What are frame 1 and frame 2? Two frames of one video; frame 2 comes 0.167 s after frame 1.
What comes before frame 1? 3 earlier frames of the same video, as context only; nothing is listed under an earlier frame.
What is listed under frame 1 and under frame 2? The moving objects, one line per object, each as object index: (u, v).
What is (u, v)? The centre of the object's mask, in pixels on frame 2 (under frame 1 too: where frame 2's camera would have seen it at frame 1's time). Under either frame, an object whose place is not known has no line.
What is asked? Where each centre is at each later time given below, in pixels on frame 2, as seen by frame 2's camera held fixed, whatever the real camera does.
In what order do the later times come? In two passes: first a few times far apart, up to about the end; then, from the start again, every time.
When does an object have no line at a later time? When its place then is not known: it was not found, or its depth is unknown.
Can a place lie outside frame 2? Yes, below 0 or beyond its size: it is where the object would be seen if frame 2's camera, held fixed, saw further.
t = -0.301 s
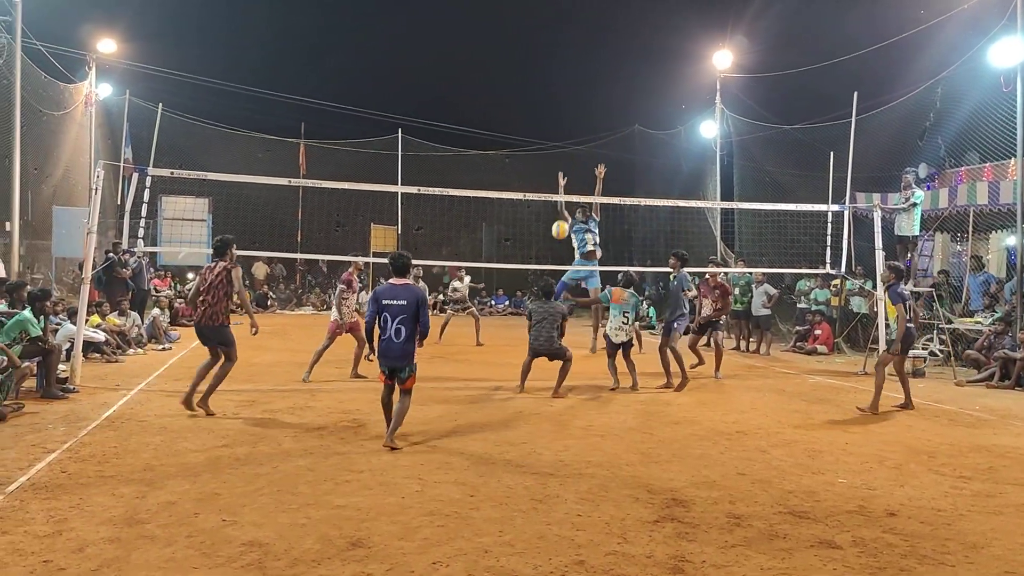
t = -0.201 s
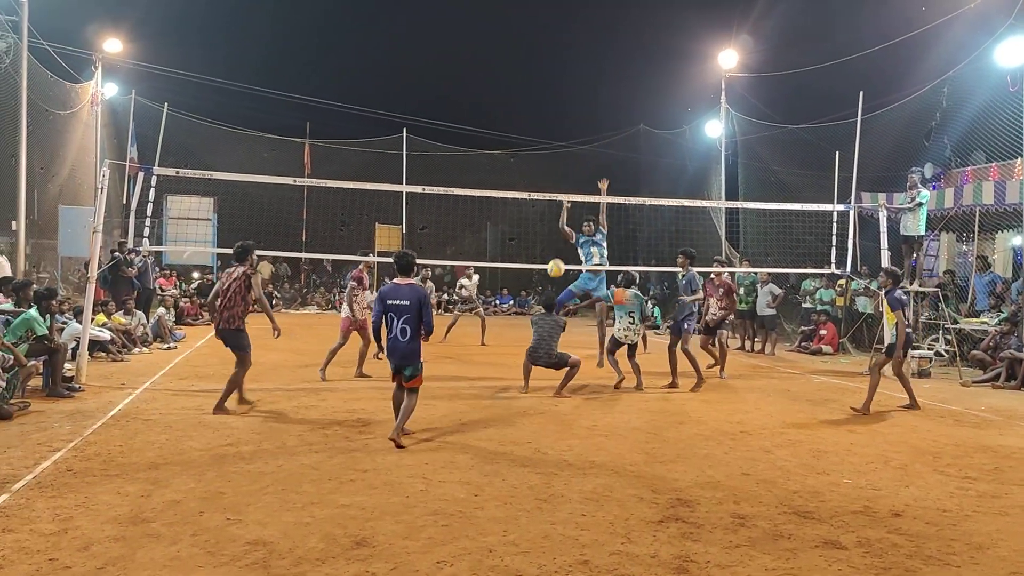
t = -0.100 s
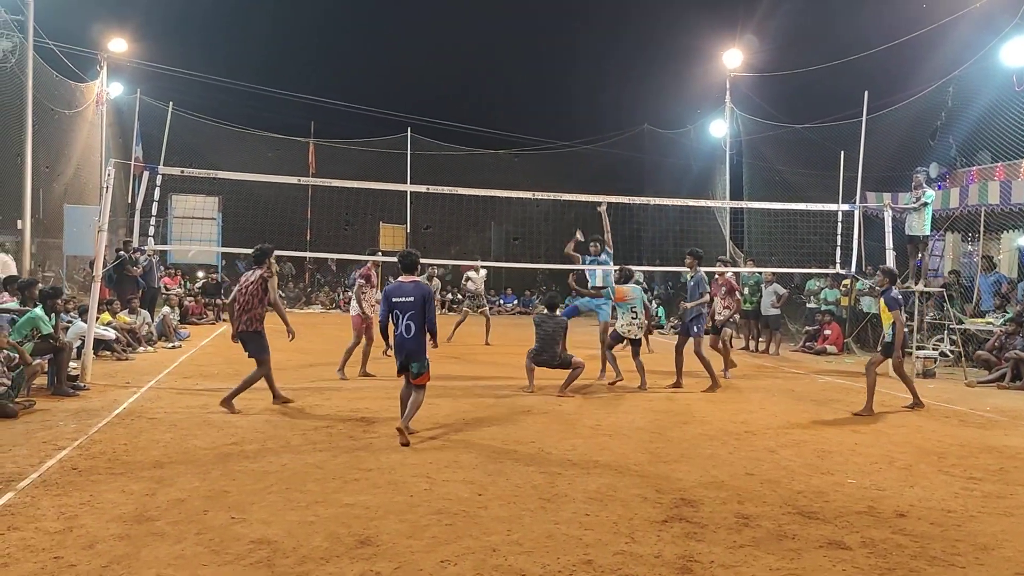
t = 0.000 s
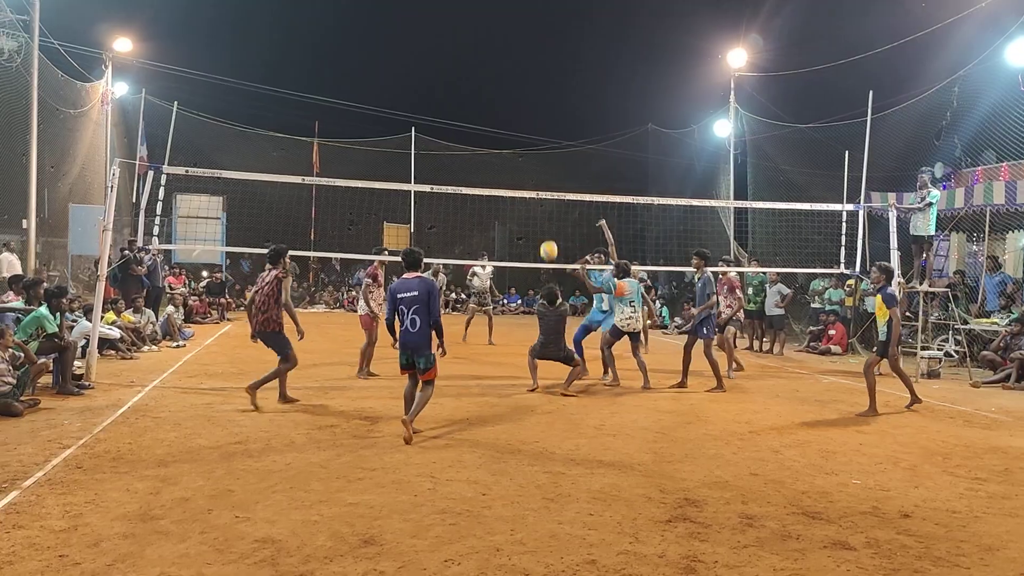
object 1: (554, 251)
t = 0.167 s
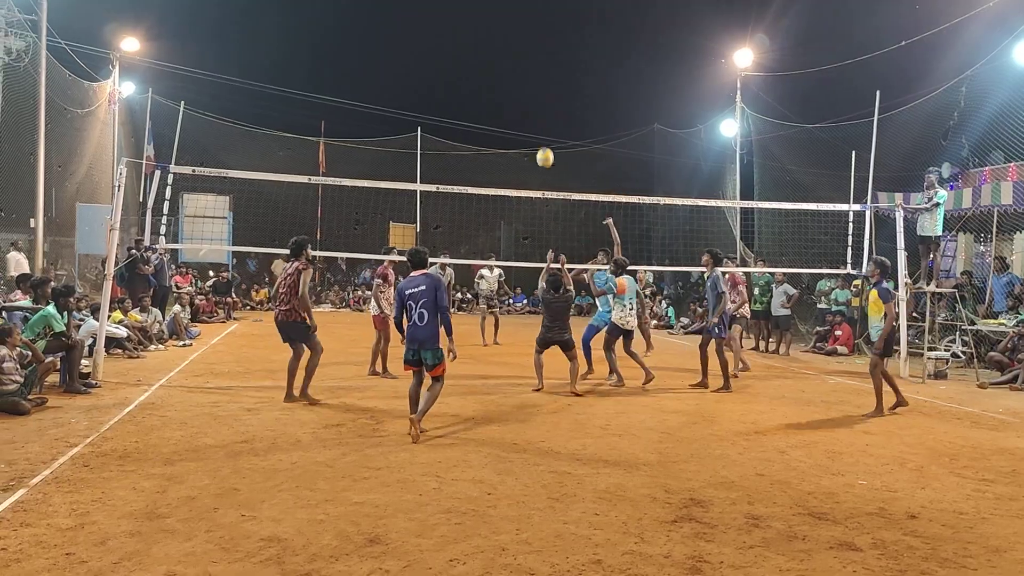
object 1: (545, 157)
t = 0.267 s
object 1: (541, 116)
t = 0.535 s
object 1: (530, 45)
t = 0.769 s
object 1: (522, 29)
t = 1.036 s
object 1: (510, 60)
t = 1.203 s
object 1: (502, 103)
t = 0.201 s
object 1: (543, 142)
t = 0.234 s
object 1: (542, 128)
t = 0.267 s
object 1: (541, 116)
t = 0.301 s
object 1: (540, 104)
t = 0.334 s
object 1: (538, 93)
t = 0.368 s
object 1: (537, 83)
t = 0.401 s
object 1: (536, 73)
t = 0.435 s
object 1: (534, 65)
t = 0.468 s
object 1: (533, 58)
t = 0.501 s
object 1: (532, 51)
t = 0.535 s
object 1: (530, 45)
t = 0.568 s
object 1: (529, 40)
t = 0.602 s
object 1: (528, 36)
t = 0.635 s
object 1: (526, 33)
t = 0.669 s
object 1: (525, 31)
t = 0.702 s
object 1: (524, 30)
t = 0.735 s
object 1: (523, 29)
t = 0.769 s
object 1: (522, 29)
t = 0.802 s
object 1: (520, 30)
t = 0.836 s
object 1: (519, 32)
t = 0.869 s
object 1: (518, 35)
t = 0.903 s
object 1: (516, 38)
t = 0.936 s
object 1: (515, 42)
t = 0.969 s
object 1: (513, 47)
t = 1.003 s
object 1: (512, 53)
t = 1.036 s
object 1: (510, 60)
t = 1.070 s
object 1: (509, 67)
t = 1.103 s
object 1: (507, 75)
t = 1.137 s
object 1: (505, 83)
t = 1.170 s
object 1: (504, 93)
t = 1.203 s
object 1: (502, 103)
